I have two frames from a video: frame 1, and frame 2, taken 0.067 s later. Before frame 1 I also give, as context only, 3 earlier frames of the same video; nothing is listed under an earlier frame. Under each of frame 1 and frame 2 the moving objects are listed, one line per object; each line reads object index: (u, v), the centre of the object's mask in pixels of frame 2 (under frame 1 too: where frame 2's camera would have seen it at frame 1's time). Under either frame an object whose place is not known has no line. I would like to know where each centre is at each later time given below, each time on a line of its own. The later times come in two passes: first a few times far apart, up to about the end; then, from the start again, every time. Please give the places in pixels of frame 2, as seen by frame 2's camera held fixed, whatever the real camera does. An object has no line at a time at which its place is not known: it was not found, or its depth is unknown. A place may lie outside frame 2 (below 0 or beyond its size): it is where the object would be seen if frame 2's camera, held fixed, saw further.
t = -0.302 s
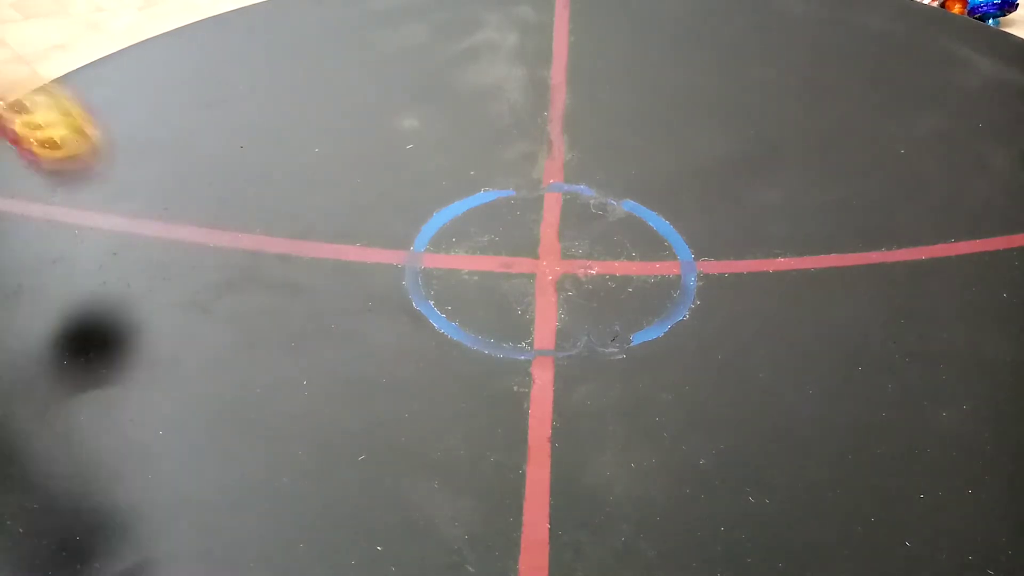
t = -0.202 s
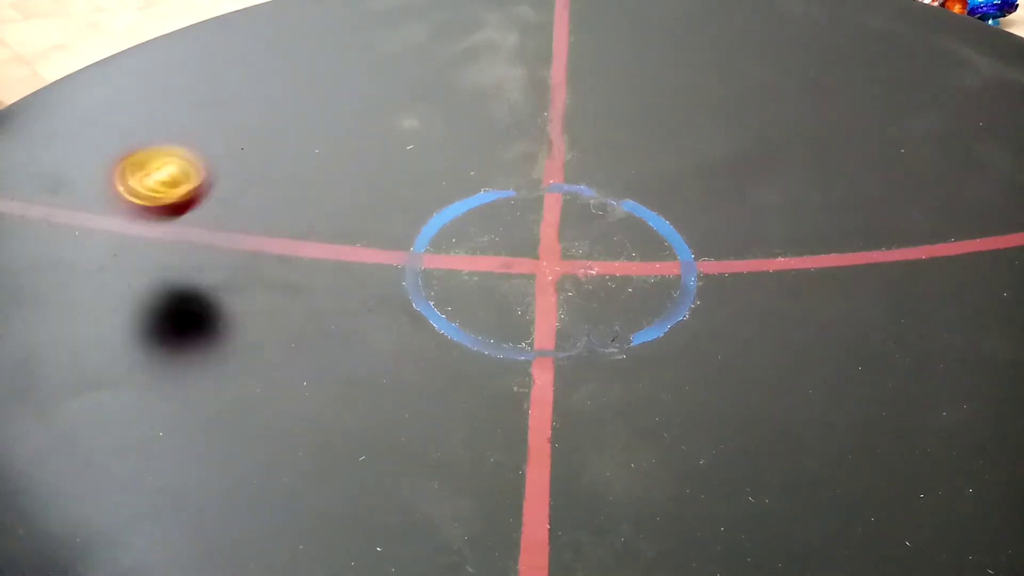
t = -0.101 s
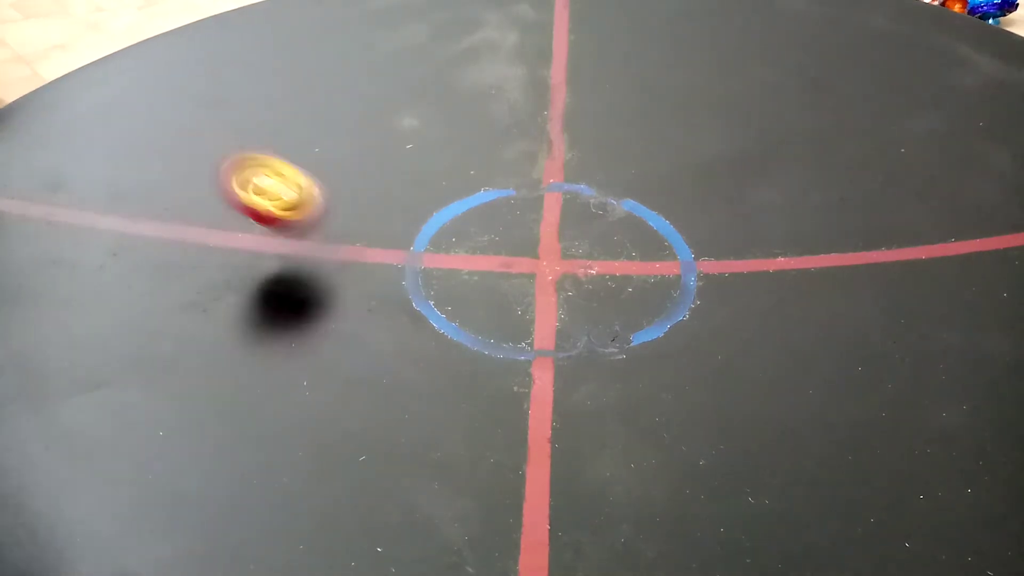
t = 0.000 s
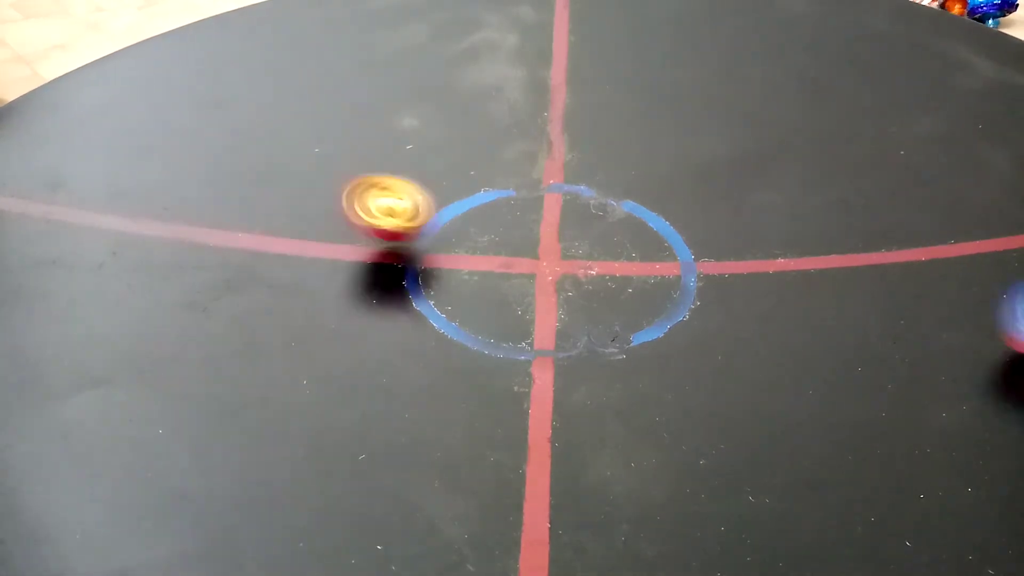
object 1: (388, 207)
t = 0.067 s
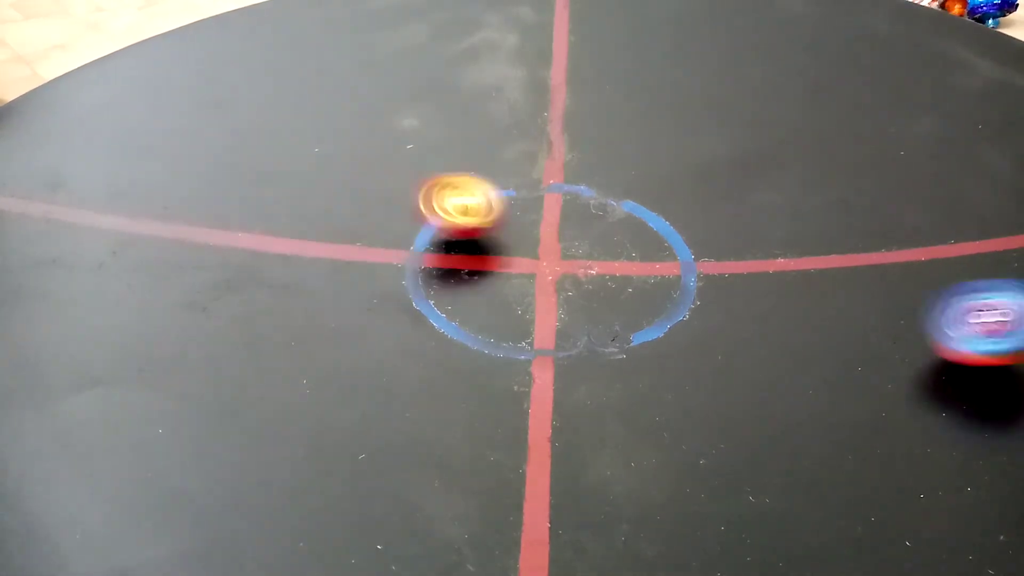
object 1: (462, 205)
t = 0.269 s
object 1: (635, 158)
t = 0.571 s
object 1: (766, 79)
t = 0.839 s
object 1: (804, 50)
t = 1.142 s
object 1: (806, 93)
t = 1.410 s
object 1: (839, 176)
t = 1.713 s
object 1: (902, 282)
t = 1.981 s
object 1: (965, 365)
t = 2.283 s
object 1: (958, 410)
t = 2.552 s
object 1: (810, 382)
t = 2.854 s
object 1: (605, 332)
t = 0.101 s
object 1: (497, 200)
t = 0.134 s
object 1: (528, 194)
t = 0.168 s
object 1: (558, 185)
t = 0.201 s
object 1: (586, 177)
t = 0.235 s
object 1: (613, 167)
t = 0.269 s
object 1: (635, 158)
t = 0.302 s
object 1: (655, 149)
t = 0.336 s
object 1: (675, 139)
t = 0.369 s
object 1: (693, 129)
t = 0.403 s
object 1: (708, 121)
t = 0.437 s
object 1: (723, 112)
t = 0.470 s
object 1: (736, 104)
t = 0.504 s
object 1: (748, 95)
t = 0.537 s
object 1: (758, 87)
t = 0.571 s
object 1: (766, 79)
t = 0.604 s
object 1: (773, 72)
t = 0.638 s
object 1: (780, 66)
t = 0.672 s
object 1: (785, 61)
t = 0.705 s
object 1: (790, 57)
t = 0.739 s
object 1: (795, 53)
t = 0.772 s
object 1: (798, 51)
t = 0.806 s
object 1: (801, 50)
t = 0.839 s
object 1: (804, 50)
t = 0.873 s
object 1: (806, 50)
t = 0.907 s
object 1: (807, 52)
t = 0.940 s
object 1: (808, 55)
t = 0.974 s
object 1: (808, 58)
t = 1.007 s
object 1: (808, 63)
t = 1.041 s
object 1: (808, 69)
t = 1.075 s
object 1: (807, 76)
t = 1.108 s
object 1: (806, 84)
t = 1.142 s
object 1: (806, 93)
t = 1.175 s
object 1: (808, 102)
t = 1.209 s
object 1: (812, 112)
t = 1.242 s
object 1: (815, 122)
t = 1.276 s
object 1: (820, 132)
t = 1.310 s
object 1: (824, 143)
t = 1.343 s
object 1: (828, 154)
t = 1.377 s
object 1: (834, 165)
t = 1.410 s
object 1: (839, 176)
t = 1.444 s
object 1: (844, 189)
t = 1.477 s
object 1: (850, 200)
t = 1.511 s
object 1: (856, 213)
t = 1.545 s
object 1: (862, 225)
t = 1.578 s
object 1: (869, 236)
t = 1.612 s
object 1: (876, 248)
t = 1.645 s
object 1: (885, 259)
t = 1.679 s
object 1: (894, 271)
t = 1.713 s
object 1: (902, 282)
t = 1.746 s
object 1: (912, 294)
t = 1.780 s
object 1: (920, 305)
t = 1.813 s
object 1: (929, 316)
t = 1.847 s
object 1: (937, 326)
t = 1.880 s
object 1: (945, 336)
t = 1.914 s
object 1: (953, 346)
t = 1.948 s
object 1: (960, 355)
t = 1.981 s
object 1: (965, 365)
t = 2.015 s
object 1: (968, 374)
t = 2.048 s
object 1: (971, 382)
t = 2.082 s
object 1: (972, 389)
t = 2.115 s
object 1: (973, 395)
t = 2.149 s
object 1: (973, 400)
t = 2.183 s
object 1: (972, 405)
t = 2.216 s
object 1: (969, 407)
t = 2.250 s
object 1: (965, 409)
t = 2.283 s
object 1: (958, 410)
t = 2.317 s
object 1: (947, 409)
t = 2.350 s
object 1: (933, 406)
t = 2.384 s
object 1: (916, 403)
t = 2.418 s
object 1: (898, 400)
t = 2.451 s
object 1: (878, 396)
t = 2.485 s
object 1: (857, 392)
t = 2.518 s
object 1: (834, 387)
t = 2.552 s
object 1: (810, 382)
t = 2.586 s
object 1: (787, 377)
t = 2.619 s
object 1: (764, 372)
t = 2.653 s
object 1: (740, 366)
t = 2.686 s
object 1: (716, 361)
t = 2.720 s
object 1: (692, 355)
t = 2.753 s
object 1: (669, 349)
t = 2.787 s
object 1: (647, 343)
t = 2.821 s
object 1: (625, 338)
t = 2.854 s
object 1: (605, 332)
